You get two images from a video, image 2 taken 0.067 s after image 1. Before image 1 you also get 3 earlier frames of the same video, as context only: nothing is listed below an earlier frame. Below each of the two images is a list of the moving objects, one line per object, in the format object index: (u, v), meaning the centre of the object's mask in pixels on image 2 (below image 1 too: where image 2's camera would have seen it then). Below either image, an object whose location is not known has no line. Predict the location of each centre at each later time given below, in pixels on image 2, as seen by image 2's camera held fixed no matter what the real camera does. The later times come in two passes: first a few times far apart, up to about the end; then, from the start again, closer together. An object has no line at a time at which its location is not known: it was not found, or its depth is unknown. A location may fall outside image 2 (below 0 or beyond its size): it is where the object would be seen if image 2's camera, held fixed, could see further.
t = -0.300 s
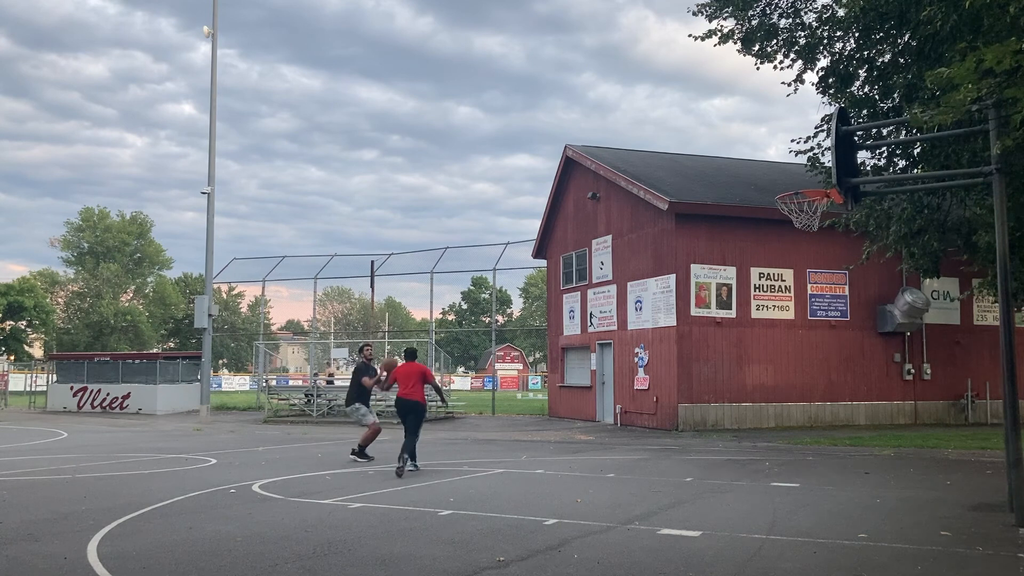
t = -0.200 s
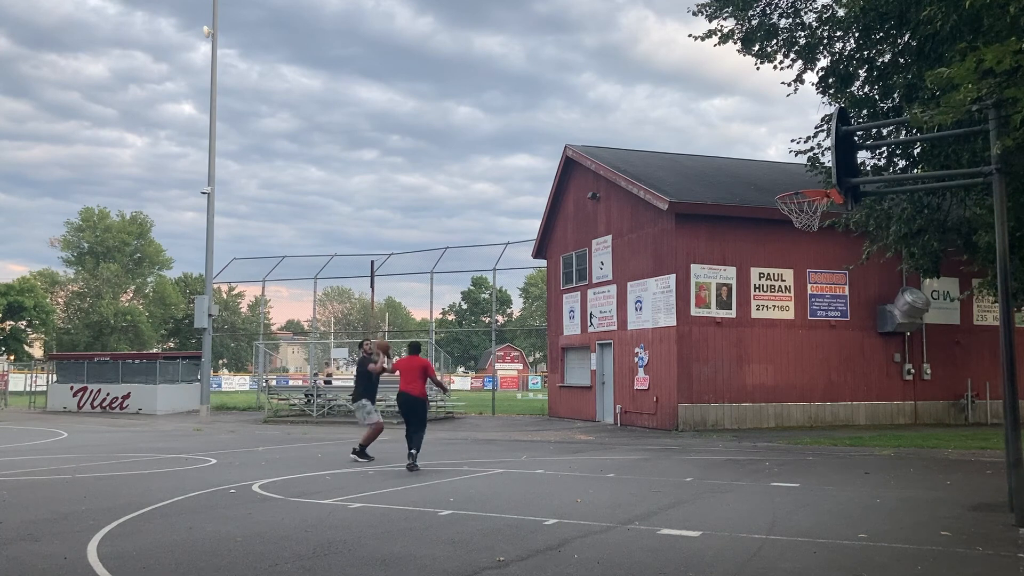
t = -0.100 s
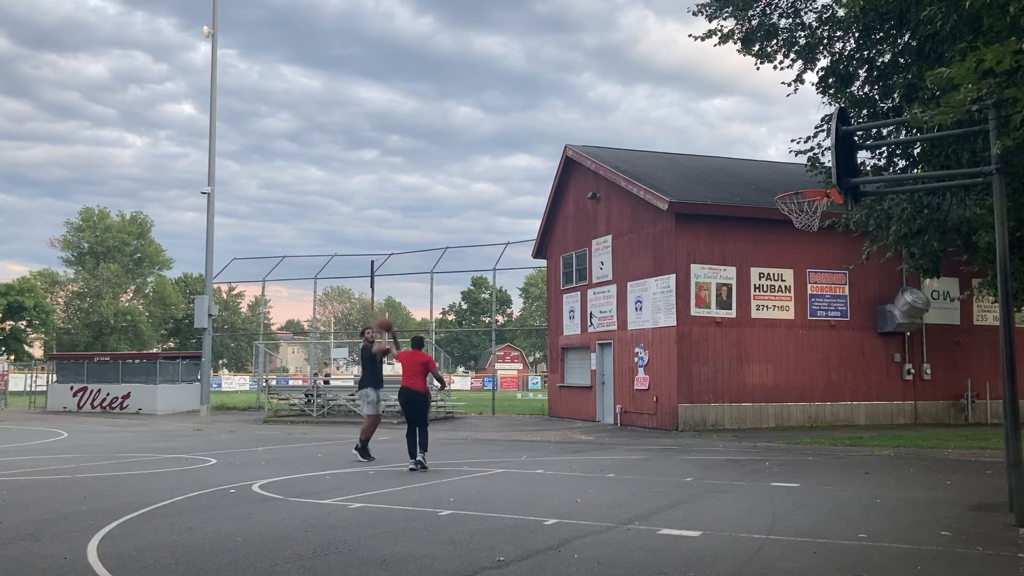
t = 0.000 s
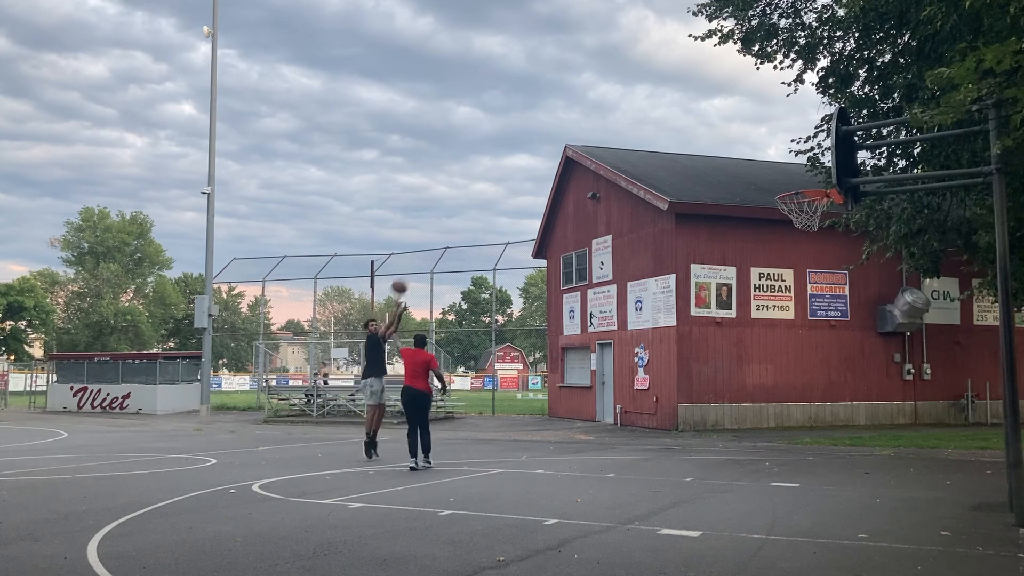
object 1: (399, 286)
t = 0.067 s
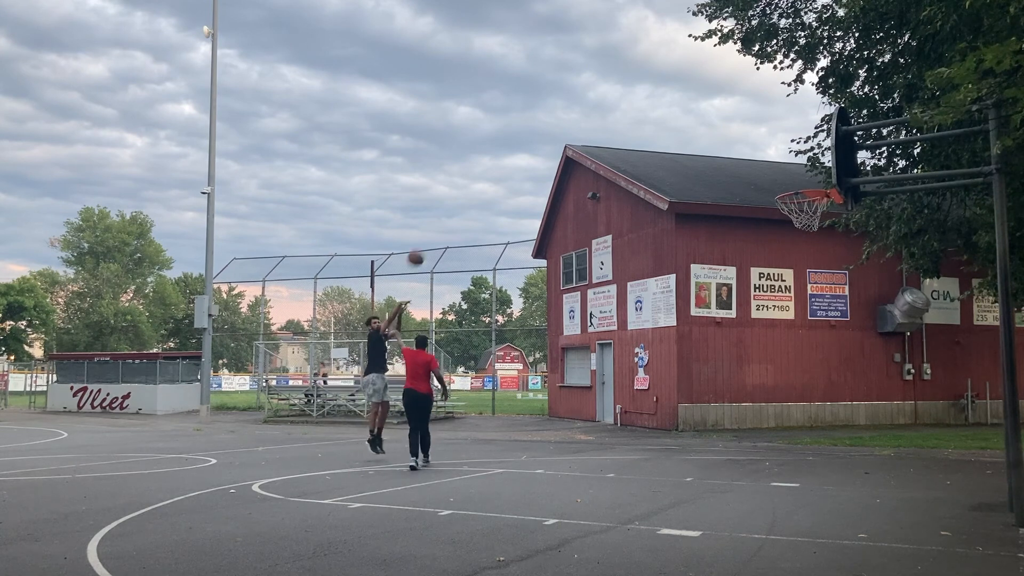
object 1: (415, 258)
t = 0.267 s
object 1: (467, 184)
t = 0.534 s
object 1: (544, 122)
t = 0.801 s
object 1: (635, 108)
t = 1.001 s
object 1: (715, 138)
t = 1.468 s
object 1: (779, 165)
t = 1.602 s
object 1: (763, 176)
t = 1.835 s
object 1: (736, 229)
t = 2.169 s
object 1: (704, 378)
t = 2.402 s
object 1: (689, 432)
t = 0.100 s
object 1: (424, 244)
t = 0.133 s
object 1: (432, 231)
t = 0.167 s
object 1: (441, 218)
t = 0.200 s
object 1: (450, 207)
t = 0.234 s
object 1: (458, 196)
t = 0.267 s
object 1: (467, 184)
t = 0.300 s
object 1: (476, 175)
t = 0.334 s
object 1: (485, 165)
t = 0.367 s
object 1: (495, 156)
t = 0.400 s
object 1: (504, 148)
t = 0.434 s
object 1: (514, 141)
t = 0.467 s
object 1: (523, 134)
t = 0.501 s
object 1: (534, 128)
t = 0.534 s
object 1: (544, 122)
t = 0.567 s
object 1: (554, 117)
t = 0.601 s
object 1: (565, 114)
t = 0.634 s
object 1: (576, 110)
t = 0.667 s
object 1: (587, 108)
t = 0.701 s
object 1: (598, 107)
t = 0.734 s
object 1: (610, 106)
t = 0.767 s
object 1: (622, 107)
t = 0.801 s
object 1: (635, 108)
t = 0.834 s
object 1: (647, 110)
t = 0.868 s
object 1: (660, 114)
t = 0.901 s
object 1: (673, 118)
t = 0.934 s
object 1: (687, 124)
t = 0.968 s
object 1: (700, 130)
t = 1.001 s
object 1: (715, 138)
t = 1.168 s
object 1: (789, 187)
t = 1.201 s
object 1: (799, 184)
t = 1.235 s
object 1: (811, 183)
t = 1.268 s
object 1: (807, 180)
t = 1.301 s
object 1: (802, 177)
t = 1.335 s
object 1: (798, 173)
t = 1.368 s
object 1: (793, 169)
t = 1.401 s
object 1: (788, 167)
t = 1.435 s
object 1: (784, 166)
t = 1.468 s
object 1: (779, 165)
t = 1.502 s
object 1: (775, 167)
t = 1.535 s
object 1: (771, 169)
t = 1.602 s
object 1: (763, 176)
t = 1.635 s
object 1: (759, 181)
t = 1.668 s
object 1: (755, 187)
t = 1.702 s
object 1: (751, 193)
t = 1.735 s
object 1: (747, 202)
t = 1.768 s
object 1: (741, 209)
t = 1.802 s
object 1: (739, 219)
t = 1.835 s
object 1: (736, 229)
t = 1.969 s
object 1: (723, 281)
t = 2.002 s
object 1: (719, 295)
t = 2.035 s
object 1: (717, 312)
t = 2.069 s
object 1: (713, 328)
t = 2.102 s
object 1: (710, 345)
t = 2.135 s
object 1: (707, 360)
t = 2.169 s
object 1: (704, 378)
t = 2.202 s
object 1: (701, 397)
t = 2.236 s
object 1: (699, 420)
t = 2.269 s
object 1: (696, 441)
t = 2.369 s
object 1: (690, 446)
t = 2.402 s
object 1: (689, 432)
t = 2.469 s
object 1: (687, 402)
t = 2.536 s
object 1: (685, 378)
